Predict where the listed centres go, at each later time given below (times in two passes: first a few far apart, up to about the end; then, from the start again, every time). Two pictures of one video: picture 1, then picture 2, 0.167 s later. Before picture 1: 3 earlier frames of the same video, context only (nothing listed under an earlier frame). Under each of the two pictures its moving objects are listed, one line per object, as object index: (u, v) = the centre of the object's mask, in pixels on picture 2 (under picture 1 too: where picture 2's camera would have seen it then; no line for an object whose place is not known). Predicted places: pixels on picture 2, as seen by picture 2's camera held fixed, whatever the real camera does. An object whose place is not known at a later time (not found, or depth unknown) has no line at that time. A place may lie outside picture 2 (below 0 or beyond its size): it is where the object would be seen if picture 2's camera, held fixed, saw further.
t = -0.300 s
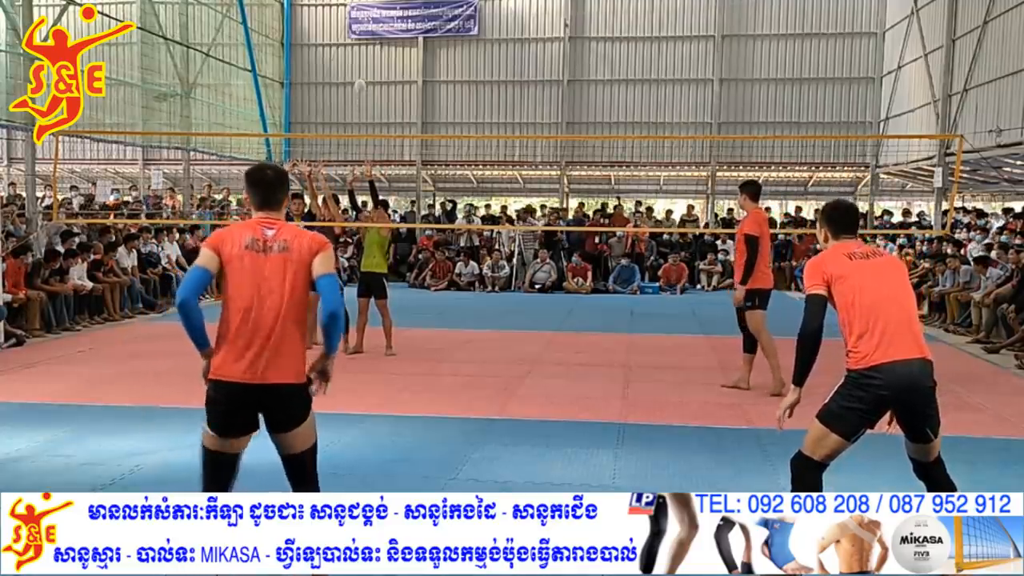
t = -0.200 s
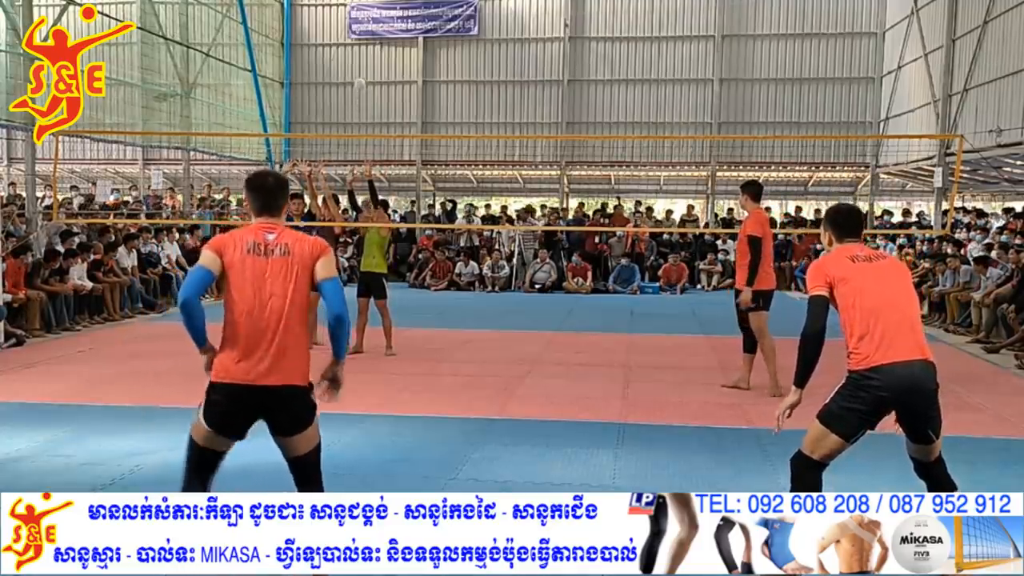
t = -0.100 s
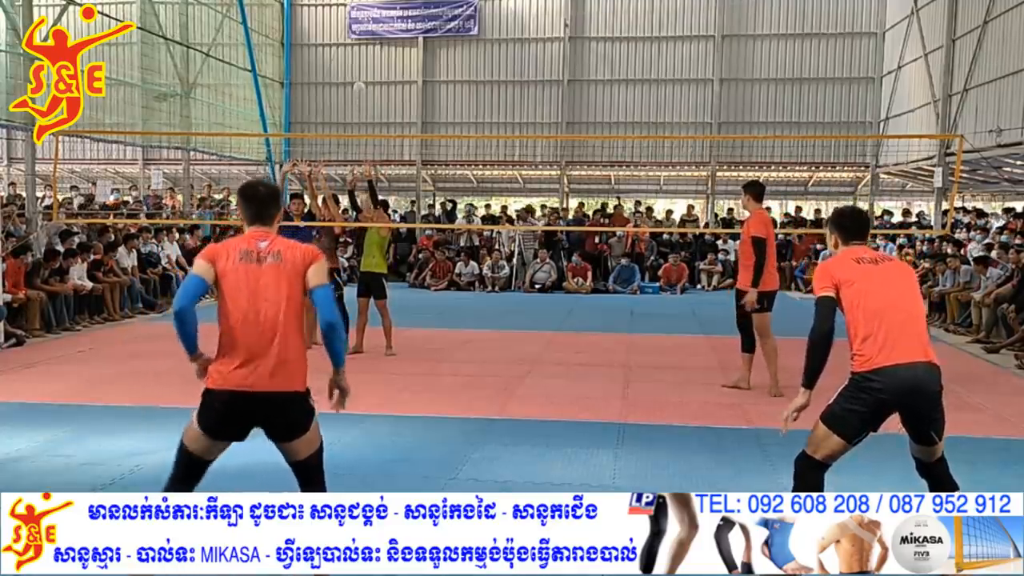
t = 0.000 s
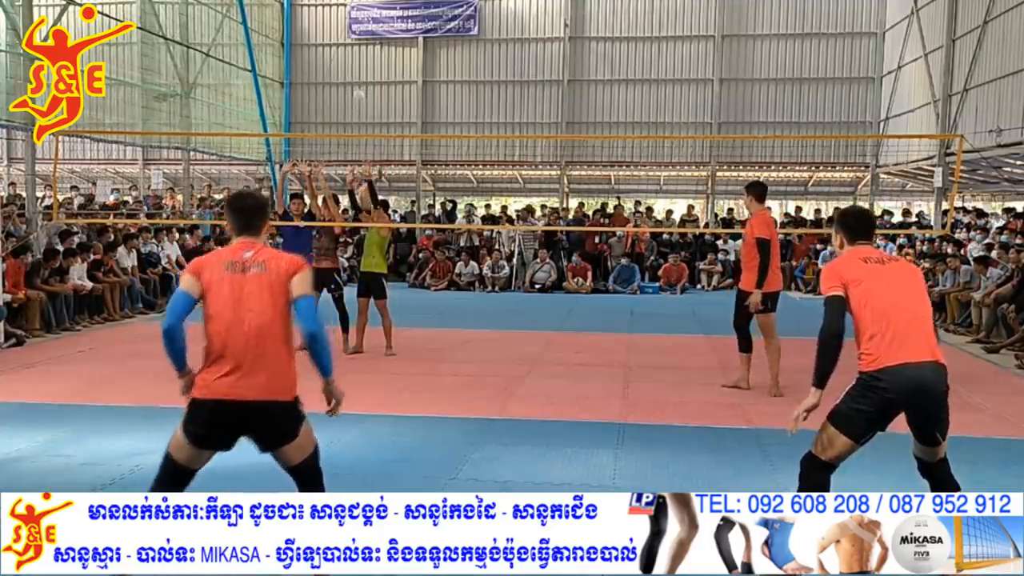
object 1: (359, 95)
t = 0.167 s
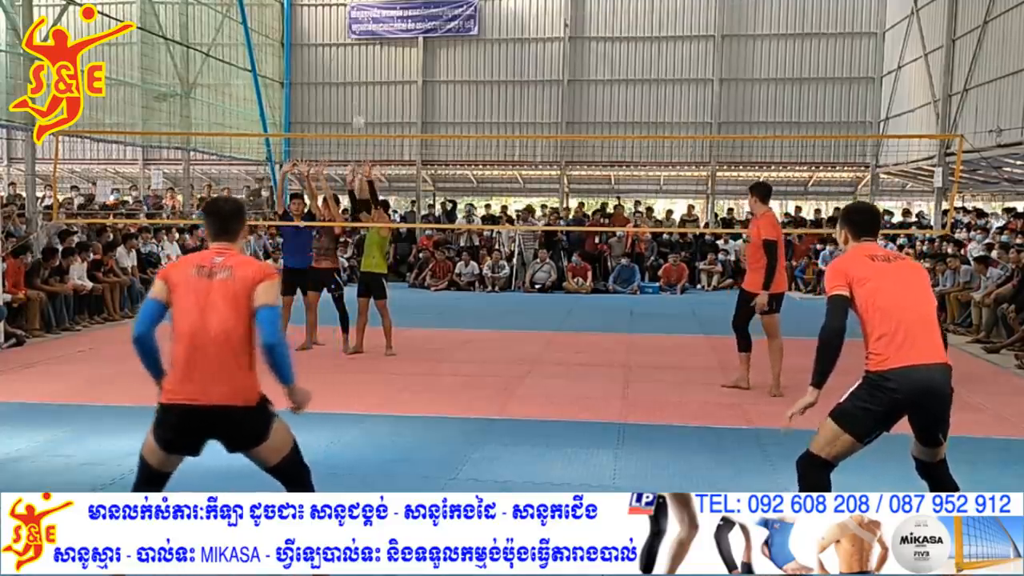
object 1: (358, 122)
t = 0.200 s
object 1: (357, 129)
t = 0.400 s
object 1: (356, 110)
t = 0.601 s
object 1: (363, 110)
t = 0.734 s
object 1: (377, 149)
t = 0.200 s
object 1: (357, 129)
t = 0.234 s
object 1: (357, 132)
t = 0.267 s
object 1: (356, 130)
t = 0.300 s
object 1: (356, 127)
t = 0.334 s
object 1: (356, 119)
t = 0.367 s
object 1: (356, 114)
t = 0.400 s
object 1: (356, 110)
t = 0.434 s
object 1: (356, 107)
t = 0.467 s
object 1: (357, 105)
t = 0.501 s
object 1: (357, 105)
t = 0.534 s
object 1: (358, 105)
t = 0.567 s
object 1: (361, 107)
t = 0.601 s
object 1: (363, 110)
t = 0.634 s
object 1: (364, 117)
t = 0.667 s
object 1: (368, 124)
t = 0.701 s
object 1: (372, 133)
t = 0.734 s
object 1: (377, 149)
